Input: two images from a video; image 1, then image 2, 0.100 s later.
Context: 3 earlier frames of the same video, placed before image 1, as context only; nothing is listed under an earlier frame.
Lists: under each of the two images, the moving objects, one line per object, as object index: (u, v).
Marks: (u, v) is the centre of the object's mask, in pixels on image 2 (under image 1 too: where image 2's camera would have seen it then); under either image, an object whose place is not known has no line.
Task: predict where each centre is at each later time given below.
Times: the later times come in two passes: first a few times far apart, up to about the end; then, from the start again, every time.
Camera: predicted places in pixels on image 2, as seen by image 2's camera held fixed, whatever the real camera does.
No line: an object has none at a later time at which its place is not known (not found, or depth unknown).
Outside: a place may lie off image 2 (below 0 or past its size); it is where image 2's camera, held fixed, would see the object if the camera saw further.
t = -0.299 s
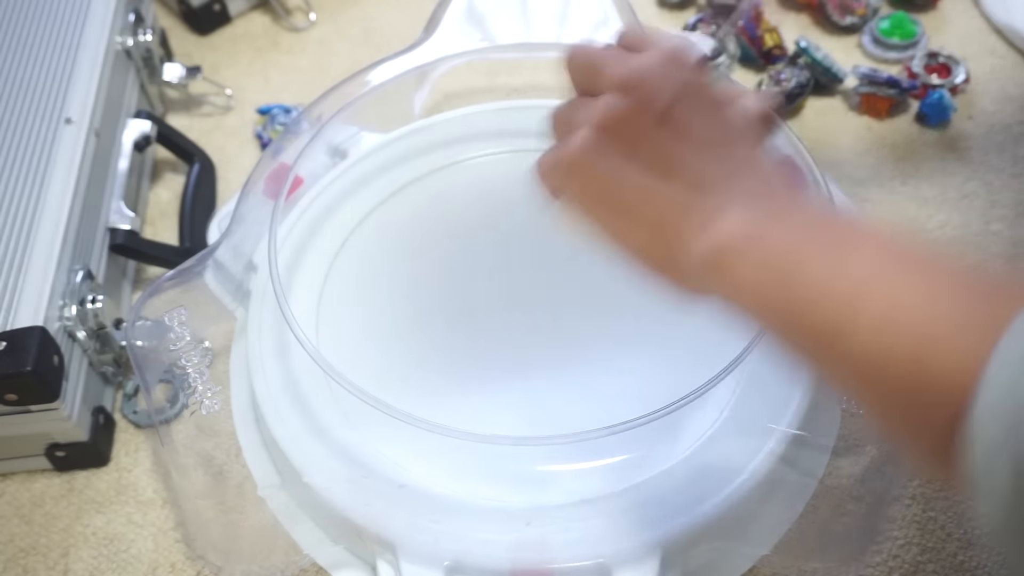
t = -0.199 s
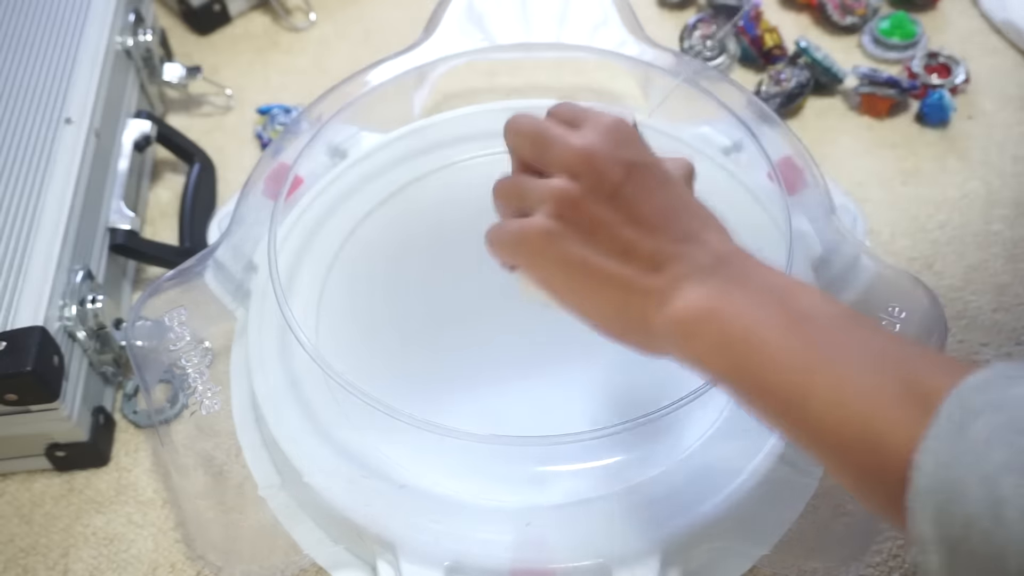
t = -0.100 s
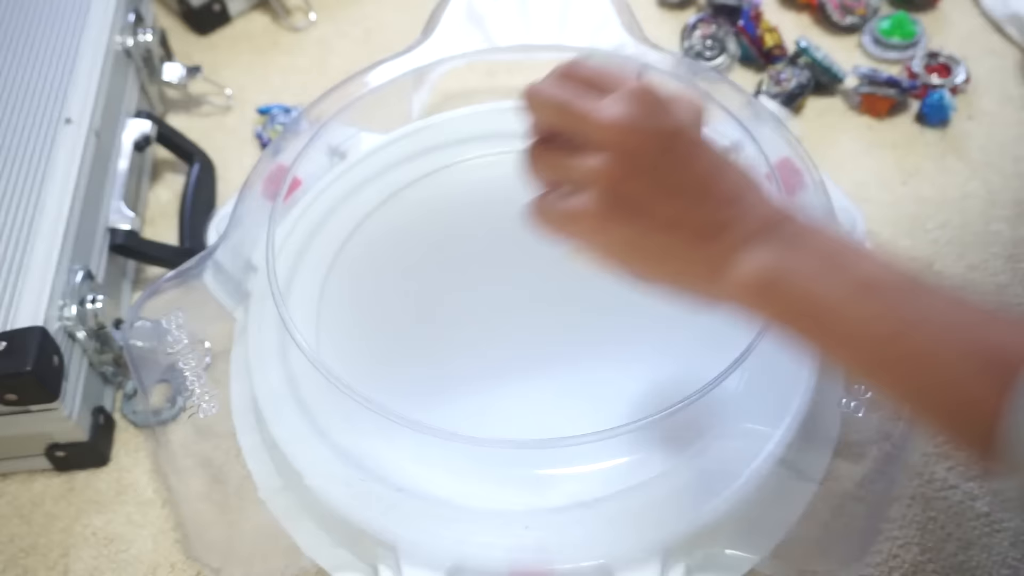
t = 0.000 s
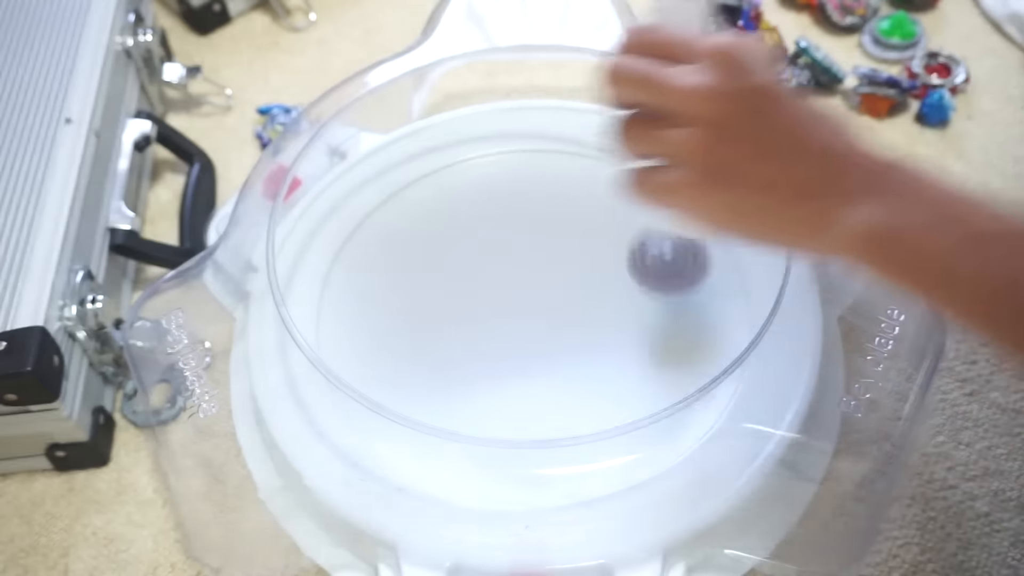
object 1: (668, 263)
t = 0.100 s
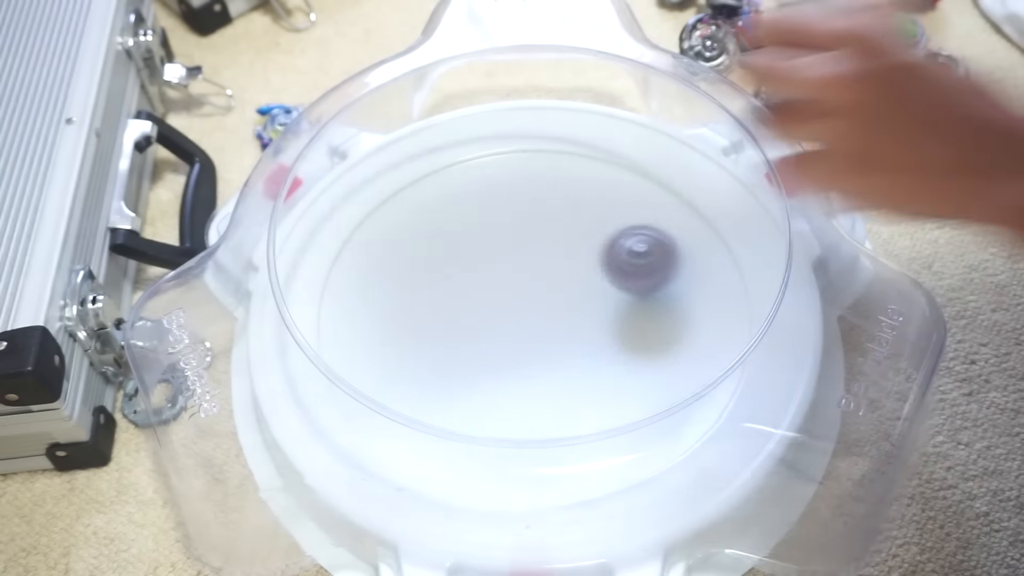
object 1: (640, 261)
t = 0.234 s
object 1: (566, 261)
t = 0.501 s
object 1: (454, 357)
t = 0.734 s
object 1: (537, 402)
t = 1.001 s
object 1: (652, 307)
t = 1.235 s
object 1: (539, 217)
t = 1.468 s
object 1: (361, 287)
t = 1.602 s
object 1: (355, 387)
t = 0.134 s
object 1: (626, 260)
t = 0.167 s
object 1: (607, 260)
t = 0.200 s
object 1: (586, 260)
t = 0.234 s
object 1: (566, 261)
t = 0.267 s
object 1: (545, 266)
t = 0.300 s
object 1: (524, 273)
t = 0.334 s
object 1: (505, 282)
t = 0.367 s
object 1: (488, 295)
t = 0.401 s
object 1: (473, 310)
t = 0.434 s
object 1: (463, 324)
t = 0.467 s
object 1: (457, 341)
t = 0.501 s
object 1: (454, 357)
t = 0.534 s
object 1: (457, 372)
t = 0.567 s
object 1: (462, 384)
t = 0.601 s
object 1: (473, 392)
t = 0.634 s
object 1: (485, 397)
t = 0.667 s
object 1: (501, 400)
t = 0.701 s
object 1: (518, 402)
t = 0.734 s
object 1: (537, 402)
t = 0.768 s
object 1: (558, 400)
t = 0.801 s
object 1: (578, 395)
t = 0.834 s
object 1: (598, 388)
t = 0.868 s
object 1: (617, 377)
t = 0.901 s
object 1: (633, 363)
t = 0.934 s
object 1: (646, 346)
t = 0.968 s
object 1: (652, 327)
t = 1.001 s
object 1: (652, 307)
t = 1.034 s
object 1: (648, 287)
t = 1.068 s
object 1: (638, 268)
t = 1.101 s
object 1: (626, 251)
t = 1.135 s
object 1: (610, 238)
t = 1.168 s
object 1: (589, 228)
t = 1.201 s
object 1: (566, 220)
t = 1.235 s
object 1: (539, 217)
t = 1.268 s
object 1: (512, 217)
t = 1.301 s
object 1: (481, 220)
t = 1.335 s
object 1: (453, 226)
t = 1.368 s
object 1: (425, 236)
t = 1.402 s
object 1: (402, 249)
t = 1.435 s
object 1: (379, 266)
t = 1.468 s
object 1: (361, 287)
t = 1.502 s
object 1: (348, 311)
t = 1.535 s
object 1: (345, 336)
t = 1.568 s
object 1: (344, 363)
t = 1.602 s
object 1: (355, 387)
